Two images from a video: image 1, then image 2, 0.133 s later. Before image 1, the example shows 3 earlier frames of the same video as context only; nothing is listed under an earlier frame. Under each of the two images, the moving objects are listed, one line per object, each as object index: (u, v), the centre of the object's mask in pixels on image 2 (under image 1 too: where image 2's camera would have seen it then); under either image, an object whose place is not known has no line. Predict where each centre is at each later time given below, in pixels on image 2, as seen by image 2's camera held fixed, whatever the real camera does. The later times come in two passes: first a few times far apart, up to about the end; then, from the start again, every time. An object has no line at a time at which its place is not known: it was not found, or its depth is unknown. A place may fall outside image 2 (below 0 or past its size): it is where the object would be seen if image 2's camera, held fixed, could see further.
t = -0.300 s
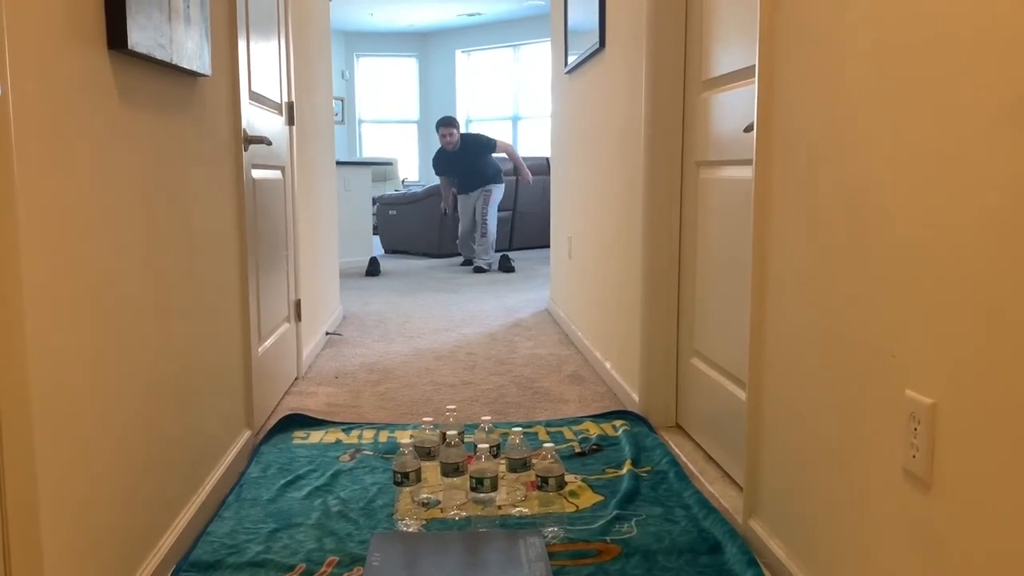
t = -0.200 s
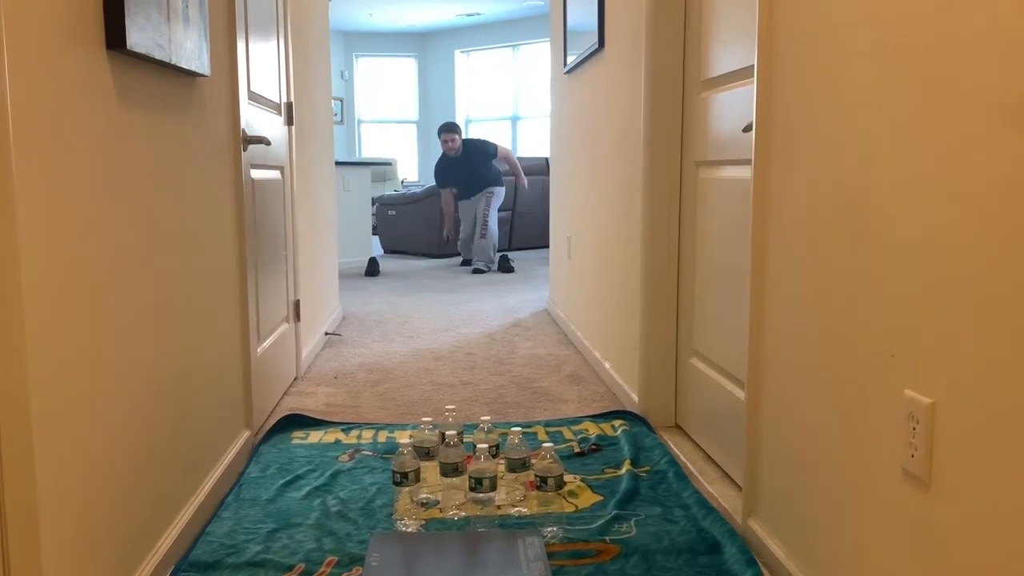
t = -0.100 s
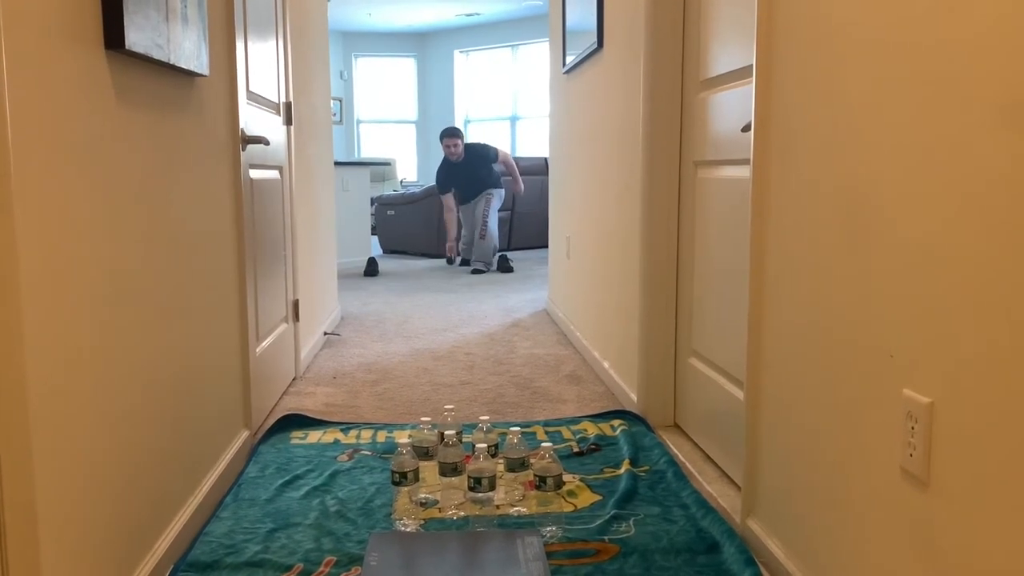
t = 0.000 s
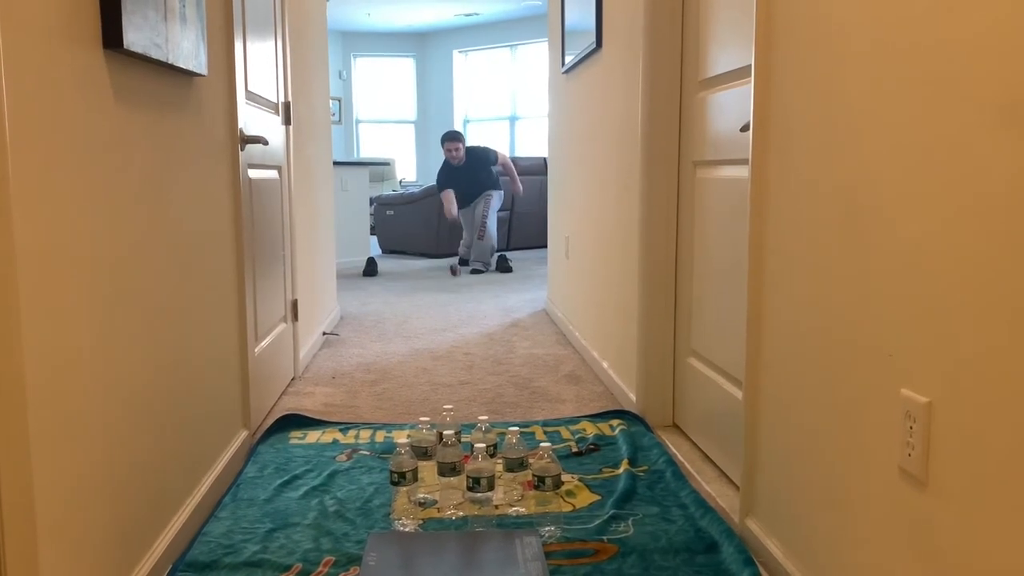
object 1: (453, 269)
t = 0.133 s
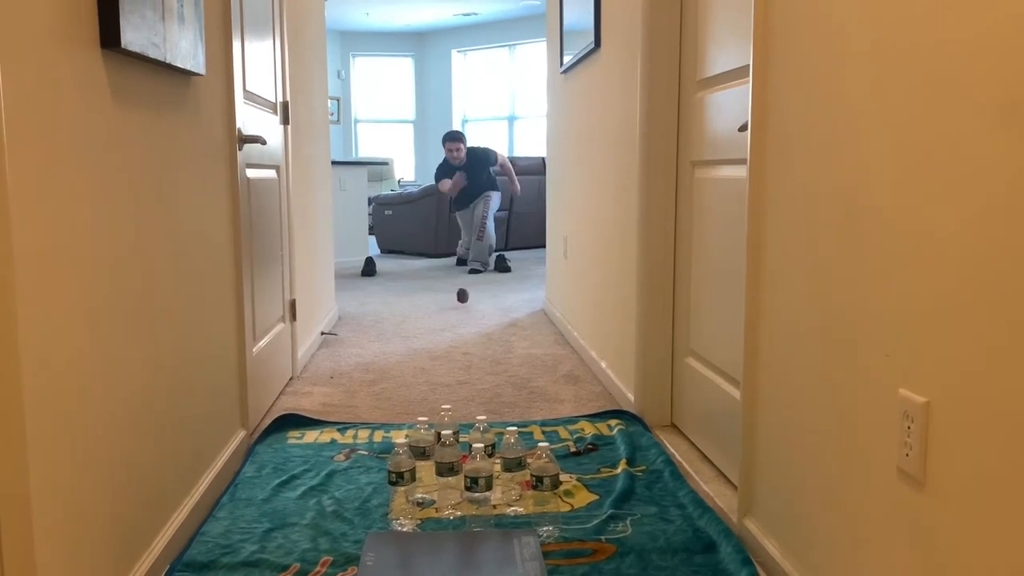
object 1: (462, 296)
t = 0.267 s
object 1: (473, 313)
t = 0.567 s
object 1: (504, 376)
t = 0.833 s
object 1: (569, 468)
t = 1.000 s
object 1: (633, 565)
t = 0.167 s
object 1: (464, 297)
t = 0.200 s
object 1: (467, 300)
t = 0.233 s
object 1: (470, 306)
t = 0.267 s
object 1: (473, 313)
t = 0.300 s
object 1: (476, 325)
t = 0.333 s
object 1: (479, 331)
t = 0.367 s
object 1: (481, 333)
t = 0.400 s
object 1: (485, 338)
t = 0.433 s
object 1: (487, 345)
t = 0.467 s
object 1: (491, 355)
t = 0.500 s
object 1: (495, 363)
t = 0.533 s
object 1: (499, 368)
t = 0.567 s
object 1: (504, 376)
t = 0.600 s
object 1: (510, 388)
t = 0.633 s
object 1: (515, 395)
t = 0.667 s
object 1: (522, 404)
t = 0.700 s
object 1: (529, 414)
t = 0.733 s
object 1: (537, 427)
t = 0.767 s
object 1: (546, 435)
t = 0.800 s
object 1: (560, 452)
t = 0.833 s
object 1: (569, 468)
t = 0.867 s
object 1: (577, 486)
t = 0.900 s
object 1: (590, 503)
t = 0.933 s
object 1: (603, 528)
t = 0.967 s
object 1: (617, 550)
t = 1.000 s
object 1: (633, 565)
